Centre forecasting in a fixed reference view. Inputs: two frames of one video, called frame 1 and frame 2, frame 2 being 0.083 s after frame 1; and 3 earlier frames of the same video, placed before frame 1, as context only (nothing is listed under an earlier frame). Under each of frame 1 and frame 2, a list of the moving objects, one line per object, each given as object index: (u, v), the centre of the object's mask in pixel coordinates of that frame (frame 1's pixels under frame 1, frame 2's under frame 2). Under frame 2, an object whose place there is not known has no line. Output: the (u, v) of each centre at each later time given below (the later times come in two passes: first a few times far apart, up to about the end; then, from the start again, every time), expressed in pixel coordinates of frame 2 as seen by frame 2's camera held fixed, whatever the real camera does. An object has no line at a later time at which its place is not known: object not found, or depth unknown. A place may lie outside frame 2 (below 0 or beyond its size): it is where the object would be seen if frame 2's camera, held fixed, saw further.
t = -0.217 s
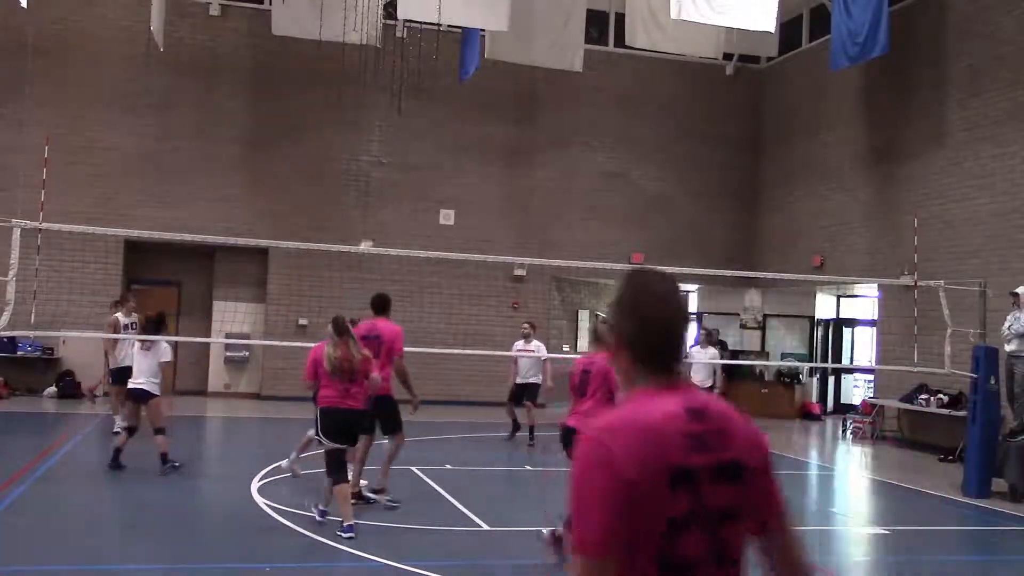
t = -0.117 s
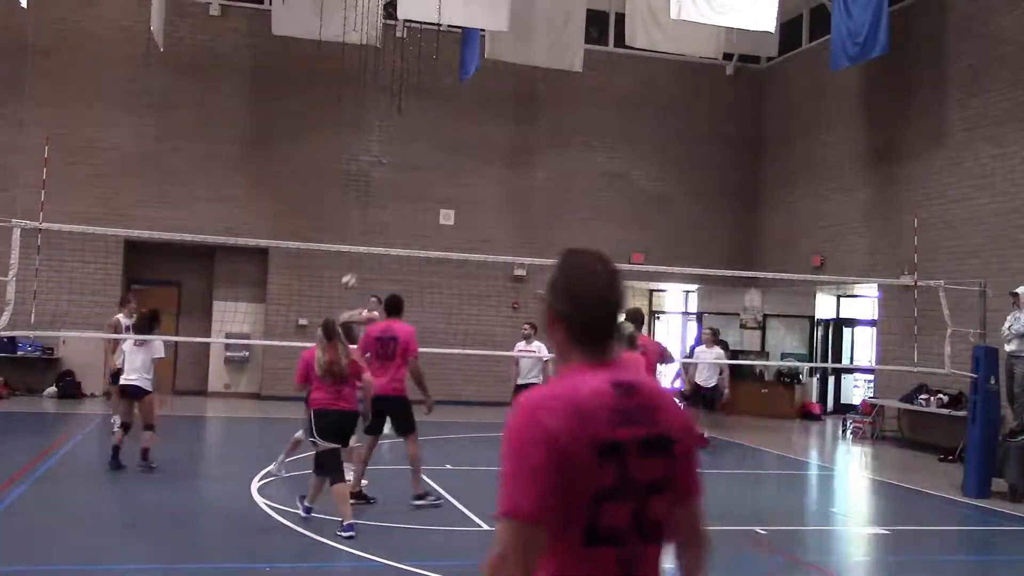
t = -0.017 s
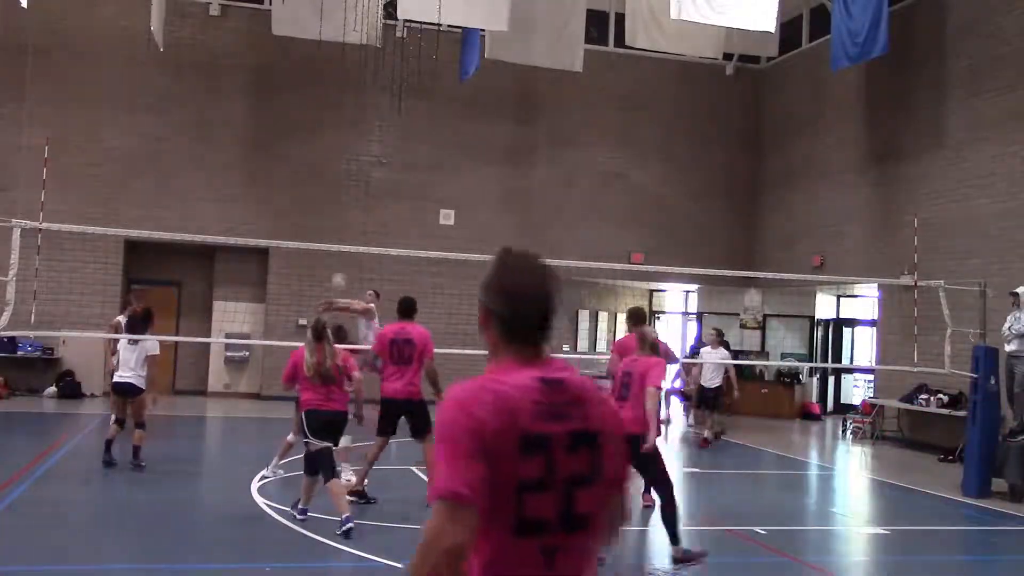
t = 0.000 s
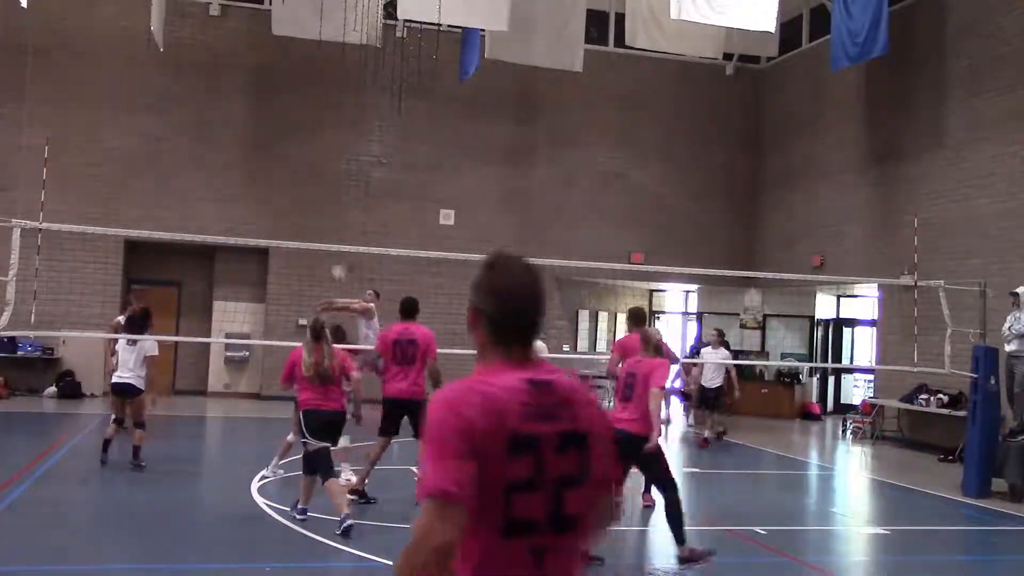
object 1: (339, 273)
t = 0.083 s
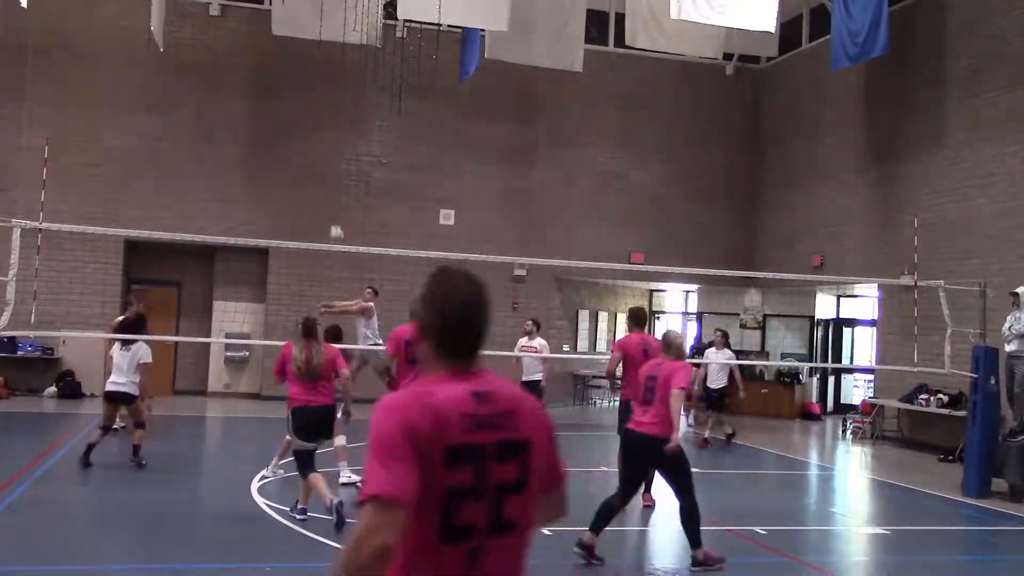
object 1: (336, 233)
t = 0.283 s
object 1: (331, 155)
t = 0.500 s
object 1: (323, 102)
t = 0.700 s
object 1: (315, 80)
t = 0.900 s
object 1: (304, 86)
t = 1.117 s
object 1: (291, 129)
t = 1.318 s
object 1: (276, 203)
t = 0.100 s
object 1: (336, 224)
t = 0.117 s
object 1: (336, 218)
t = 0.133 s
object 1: (335, 210)
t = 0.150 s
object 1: (334, 203)
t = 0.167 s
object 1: (334, 197)
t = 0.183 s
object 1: (334, 190)
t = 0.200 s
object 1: (333, 184)
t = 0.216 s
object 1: (333, 178)
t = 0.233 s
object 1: (333, 172)
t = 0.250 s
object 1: (332, 167)
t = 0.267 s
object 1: (332, 161)
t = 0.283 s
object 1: (331, 155)
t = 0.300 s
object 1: (330, 149)
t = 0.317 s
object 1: (330, 144)
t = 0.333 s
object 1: (330, 139)
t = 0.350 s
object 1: (329, 135)
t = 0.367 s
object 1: (329, 131)
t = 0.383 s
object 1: (328, 126)
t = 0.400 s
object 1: (328, 122)
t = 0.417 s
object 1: (327, 118)
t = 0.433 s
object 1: (326, 115)
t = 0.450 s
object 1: (325, 111)
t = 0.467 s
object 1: (324, 108)
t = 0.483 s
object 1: (324, 104)
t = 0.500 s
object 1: (323, 102)
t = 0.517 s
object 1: (323, 99)
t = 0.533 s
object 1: (323, 95)
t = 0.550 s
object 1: (322, 93)
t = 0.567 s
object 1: (321, 91)
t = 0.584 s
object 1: (321, 89)
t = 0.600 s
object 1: (320, 87)
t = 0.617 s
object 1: (319, 85)
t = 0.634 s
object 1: (318, 84)
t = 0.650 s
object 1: (317, 82)
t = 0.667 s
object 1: (316, 81)
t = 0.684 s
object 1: (316, 80)
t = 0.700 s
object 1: (315, 80)
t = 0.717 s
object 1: (314, 79)
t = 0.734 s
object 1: (314, 79)
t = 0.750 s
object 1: (313, 79)
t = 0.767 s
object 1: (312, 79)
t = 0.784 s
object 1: (311, 79)
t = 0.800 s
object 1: (309, 79)
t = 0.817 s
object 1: (309, 80)
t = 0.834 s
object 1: (308, 81)
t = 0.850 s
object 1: (308, 83)
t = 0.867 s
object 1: (306, 84)
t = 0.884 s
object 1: (305, 86)
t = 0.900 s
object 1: (304, 86)
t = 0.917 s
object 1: (303, 89)
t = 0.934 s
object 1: (302, 91)
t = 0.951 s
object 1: (301, 94)
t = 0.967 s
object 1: (300, 96)
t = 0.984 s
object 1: (299, 98)
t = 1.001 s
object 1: (298, 100)
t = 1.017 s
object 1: (298, 107)
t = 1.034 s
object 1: (297, 111)
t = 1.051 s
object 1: (295, 112)
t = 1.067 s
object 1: (295, 116)
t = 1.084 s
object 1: (294, 119)
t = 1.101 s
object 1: (292, 125)
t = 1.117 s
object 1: (291, 129)
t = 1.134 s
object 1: (289, 135)
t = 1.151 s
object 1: (288, 139)
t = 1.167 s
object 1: (287, 144)
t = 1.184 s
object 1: (285, 150)
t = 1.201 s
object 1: (284, 156)
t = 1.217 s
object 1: (283, 163)
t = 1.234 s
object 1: (282, 168)
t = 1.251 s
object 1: (281, 175)
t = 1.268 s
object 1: (280, 181)
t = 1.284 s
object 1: (278, 187)
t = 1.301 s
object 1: (278, 195)
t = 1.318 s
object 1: (276, 203)
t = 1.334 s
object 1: (275, 211)
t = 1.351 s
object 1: (273, 218)
